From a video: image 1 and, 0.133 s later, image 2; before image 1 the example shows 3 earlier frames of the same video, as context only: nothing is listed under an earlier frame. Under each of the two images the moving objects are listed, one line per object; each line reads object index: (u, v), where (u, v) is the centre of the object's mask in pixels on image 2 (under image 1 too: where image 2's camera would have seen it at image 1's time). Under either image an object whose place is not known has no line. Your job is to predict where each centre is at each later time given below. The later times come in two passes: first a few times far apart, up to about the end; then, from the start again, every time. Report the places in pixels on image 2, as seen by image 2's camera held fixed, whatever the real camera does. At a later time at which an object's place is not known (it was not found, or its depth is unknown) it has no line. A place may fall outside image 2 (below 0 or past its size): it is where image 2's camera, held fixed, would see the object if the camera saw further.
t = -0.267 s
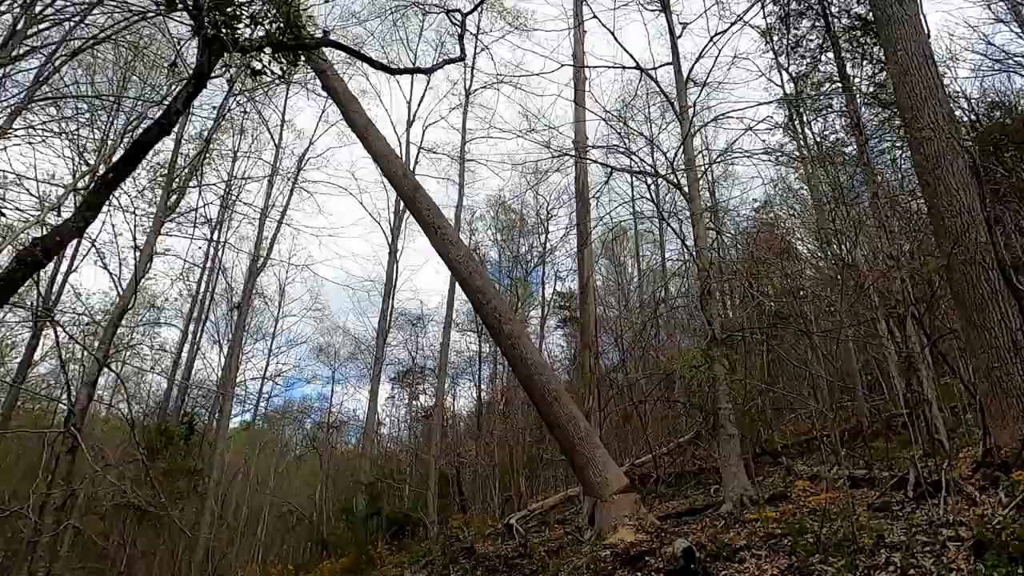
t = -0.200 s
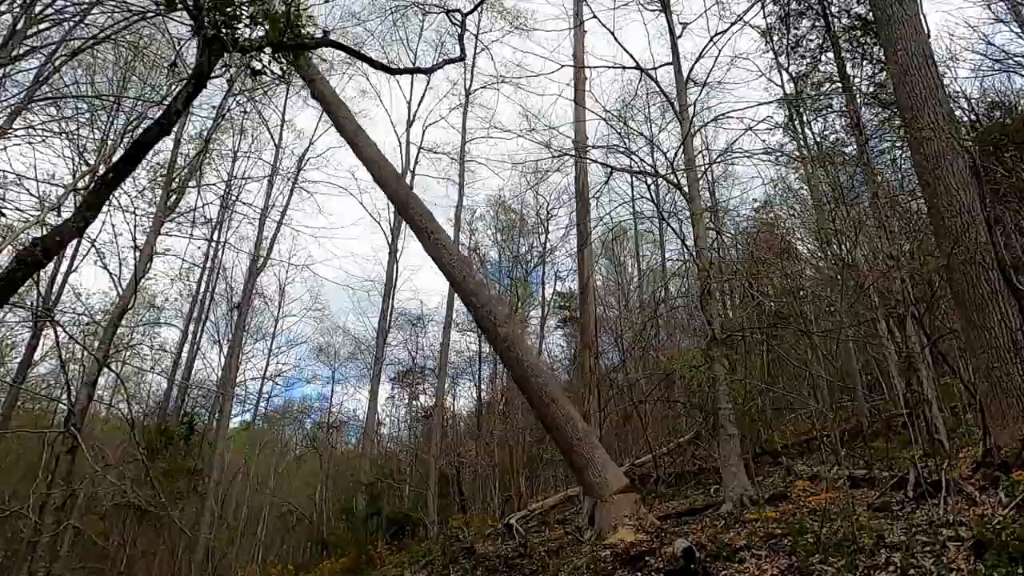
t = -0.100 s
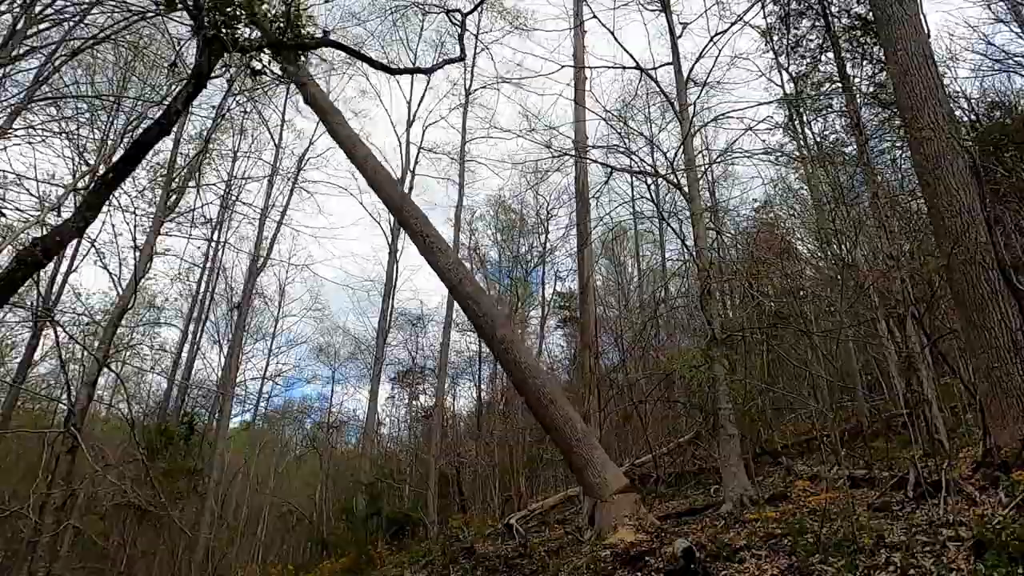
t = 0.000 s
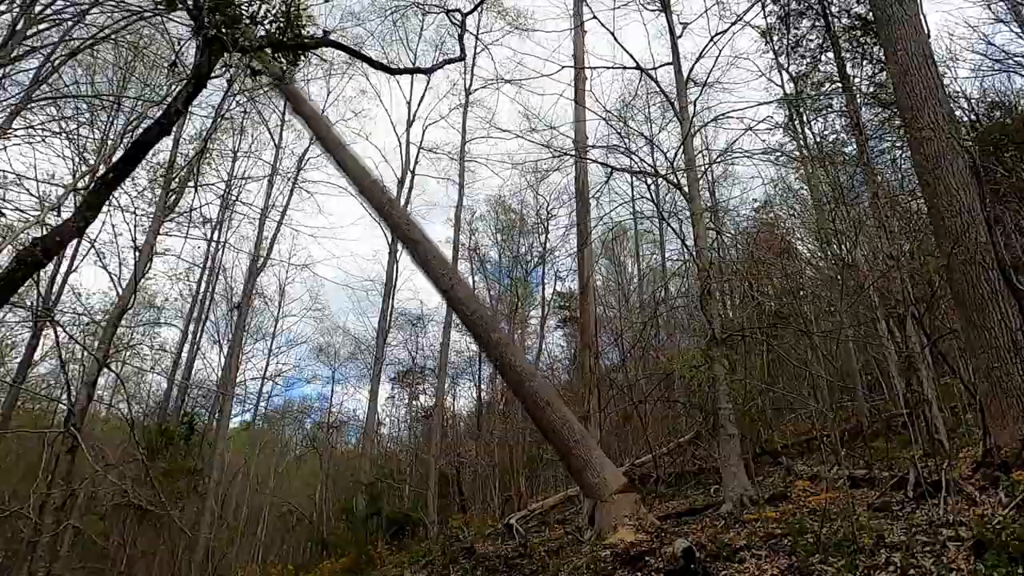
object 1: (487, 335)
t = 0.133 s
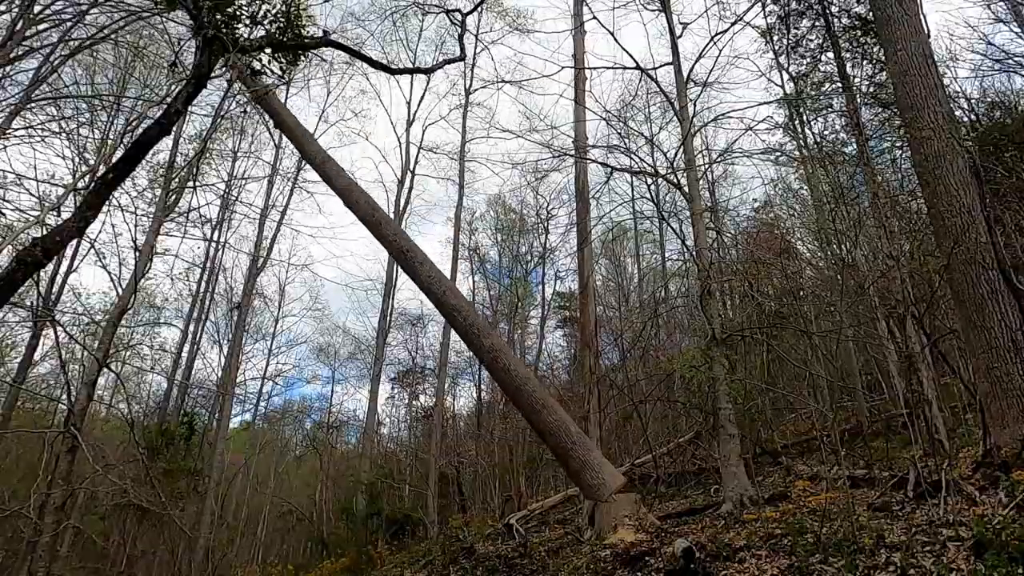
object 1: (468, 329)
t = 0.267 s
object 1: (463, 333)
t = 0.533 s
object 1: (453, 350)
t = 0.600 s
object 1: (445, 348)
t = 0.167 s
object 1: (469, 331)
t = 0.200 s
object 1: (462, 327)
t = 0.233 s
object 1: (459, 324)
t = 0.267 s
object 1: (463, 333)
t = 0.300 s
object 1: (456, 332)
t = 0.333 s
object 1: (456, 334)
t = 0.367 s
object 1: (454, 335)
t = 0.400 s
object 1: (452, 335)
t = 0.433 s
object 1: (451, 337)
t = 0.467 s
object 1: (449, 341)
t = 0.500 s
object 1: (450, 344)
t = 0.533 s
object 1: (453, 350)
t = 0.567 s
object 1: (446, 345)
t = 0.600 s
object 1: (445, 348)
